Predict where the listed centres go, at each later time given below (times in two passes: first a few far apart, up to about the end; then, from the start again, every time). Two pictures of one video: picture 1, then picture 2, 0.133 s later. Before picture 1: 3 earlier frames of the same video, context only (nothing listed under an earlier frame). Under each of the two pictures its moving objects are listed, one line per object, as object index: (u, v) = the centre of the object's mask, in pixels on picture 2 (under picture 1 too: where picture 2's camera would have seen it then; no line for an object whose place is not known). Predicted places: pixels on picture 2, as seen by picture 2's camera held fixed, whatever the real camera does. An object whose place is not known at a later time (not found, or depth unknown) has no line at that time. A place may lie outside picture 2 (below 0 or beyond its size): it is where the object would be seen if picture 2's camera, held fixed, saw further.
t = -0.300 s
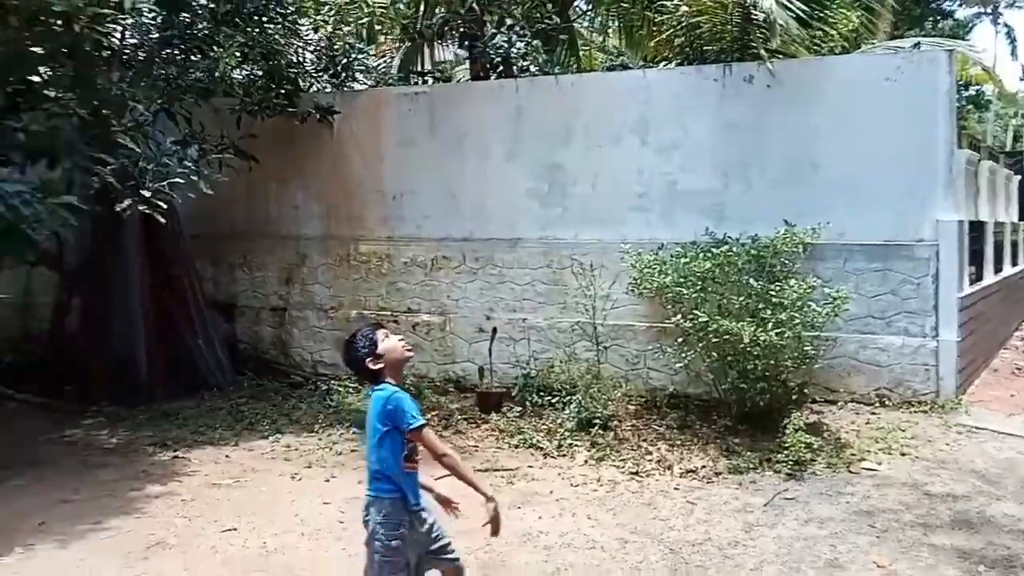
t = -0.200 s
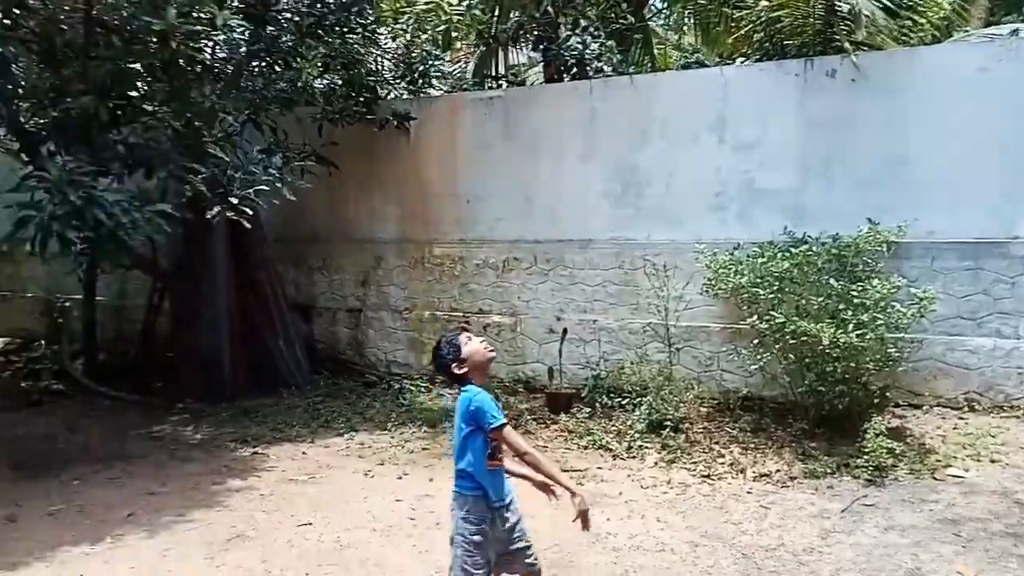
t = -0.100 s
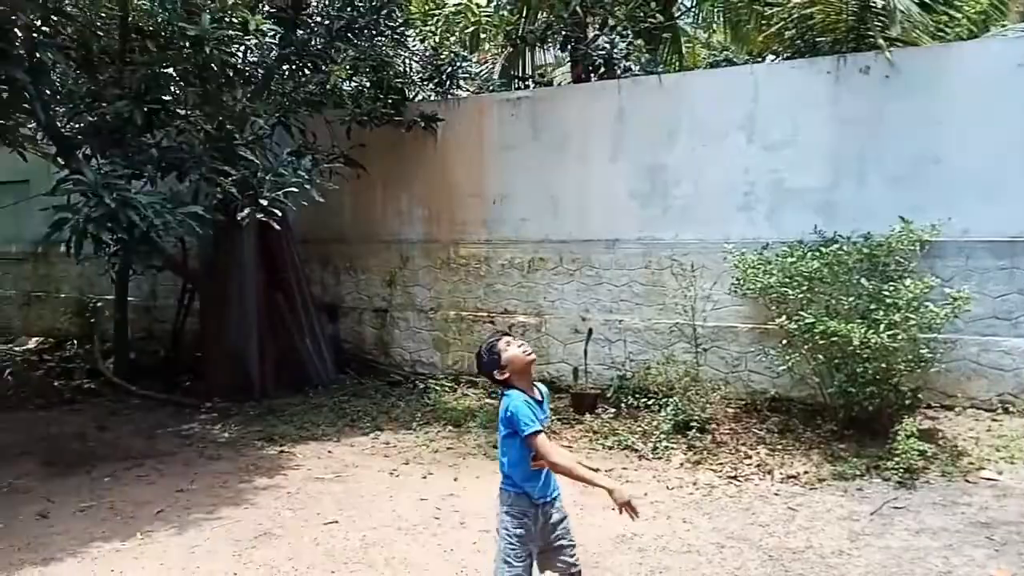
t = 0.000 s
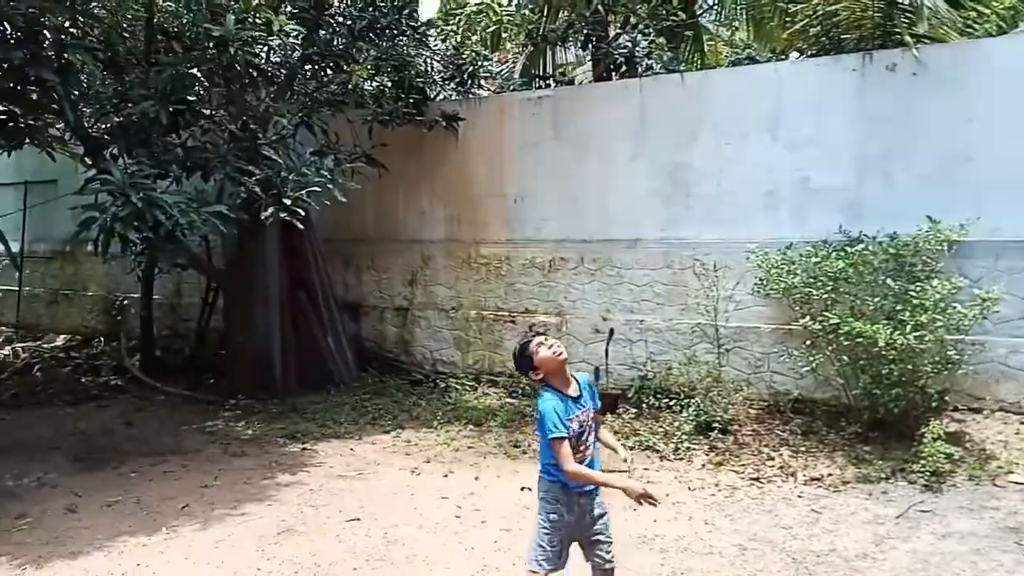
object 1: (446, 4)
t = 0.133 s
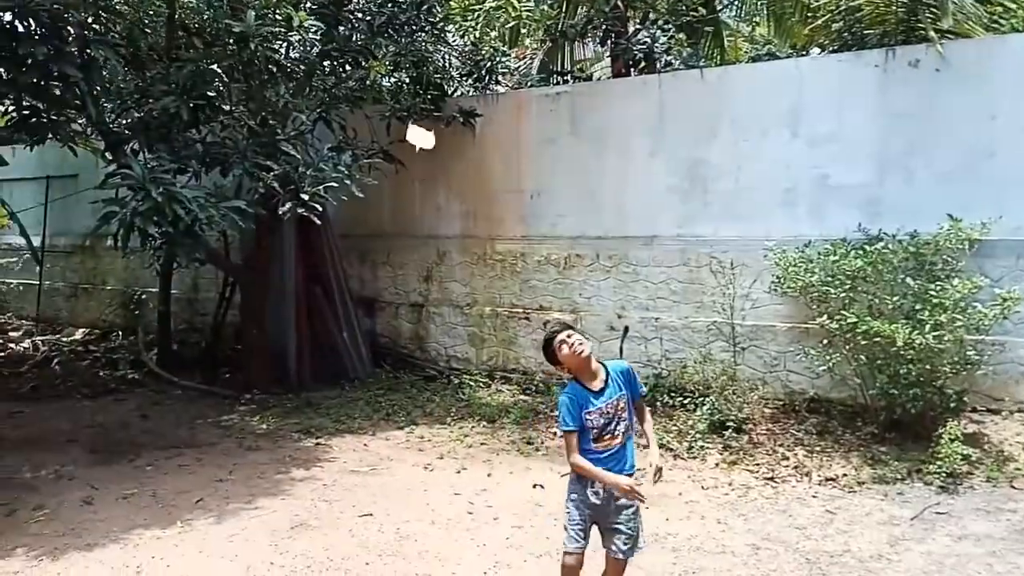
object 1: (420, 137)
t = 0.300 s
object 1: (385, 278)
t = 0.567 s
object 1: (246, 547)
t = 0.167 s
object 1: (413, 170)
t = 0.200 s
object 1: (405, 200)
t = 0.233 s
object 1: (399, 227)
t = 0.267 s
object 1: (393, 252)
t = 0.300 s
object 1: (385, 278)
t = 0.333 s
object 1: (377, 306)
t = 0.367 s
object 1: (367, 339)
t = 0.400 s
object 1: (355, 372)
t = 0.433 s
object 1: (341, 407)
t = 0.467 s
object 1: (324, 440)
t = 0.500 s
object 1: (304, 474)
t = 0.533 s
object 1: (272, 511)
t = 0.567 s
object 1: (246, 547)
